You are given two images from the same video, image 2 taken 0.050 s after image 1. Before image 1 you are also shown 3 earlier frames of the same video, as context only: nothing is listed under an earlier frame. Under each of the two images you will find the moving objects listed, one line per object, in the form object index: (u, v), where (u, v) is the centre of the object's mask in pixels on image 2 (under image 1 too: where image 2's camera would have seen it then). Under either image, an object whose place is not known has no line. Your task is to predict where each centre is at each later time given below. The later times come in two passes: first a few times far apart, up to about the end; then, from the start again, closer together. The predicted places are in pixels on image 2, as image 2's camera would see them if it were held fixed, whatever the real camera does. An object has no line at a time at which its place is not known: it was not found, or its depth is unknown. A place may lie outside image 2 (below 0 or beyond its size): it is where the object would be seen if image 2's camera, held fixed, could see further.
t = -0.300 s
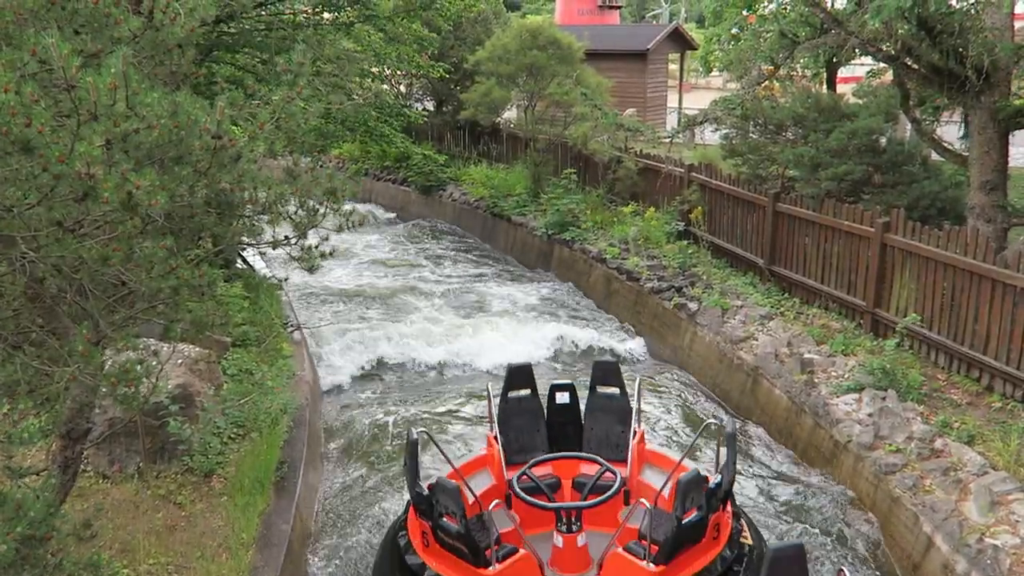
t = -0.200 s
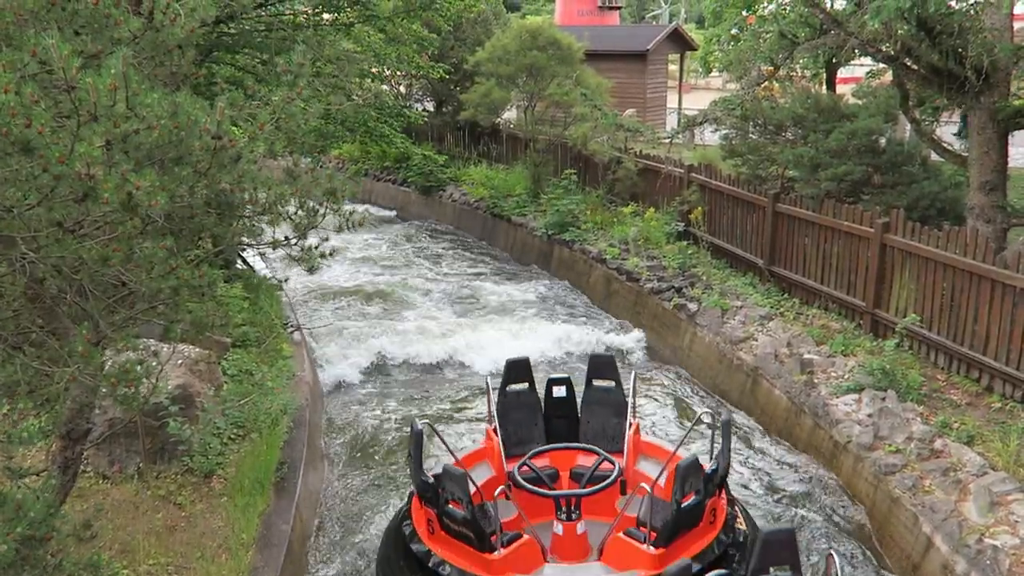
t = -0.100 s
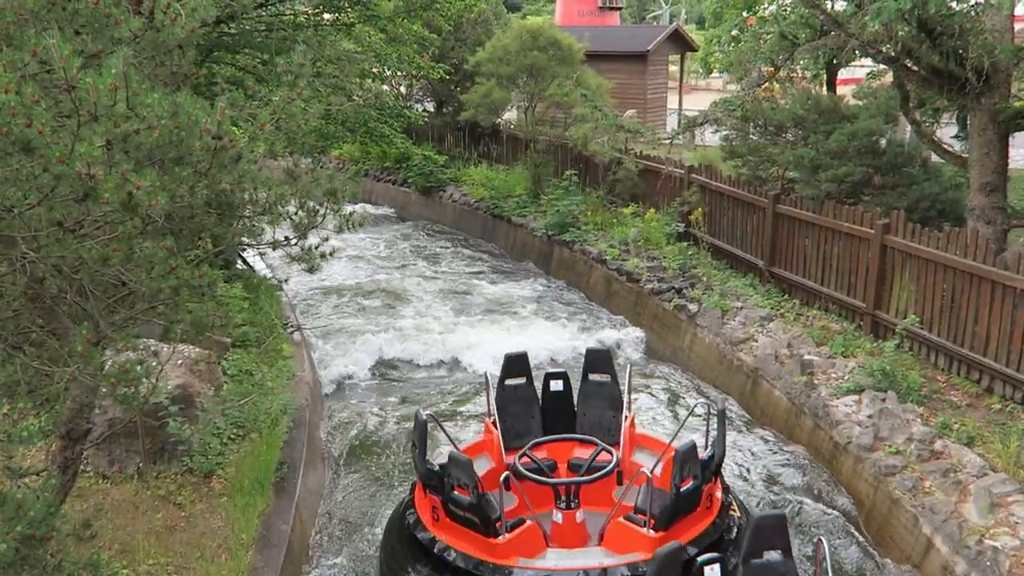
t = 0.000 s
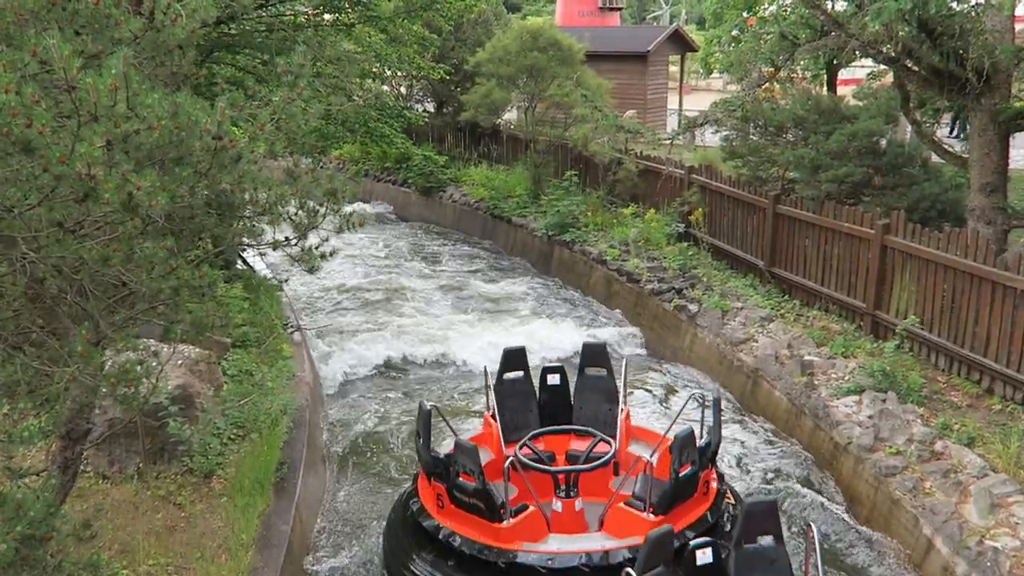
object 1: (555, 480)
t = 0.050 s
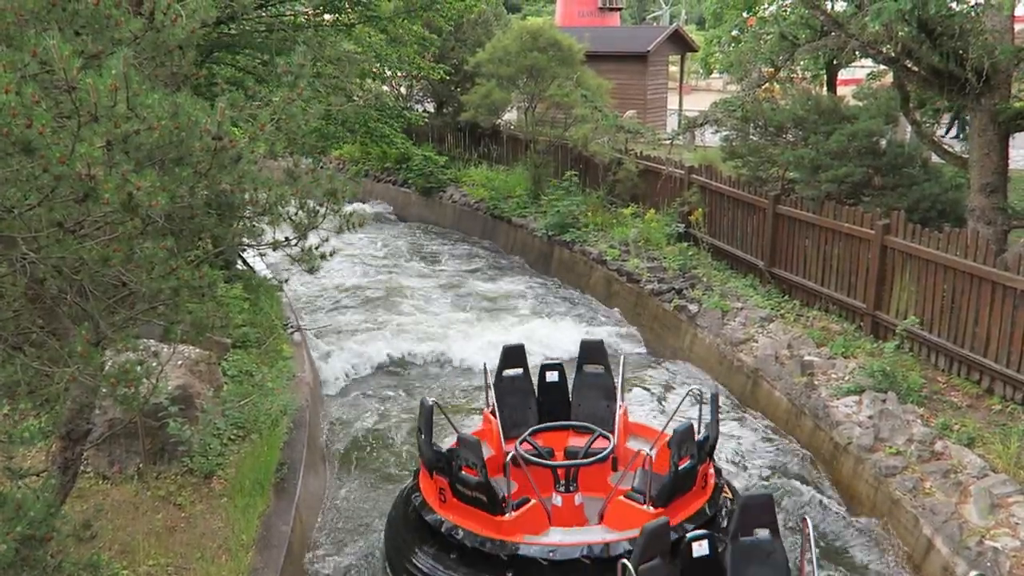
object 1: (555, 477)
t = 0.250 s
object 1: (542, 465)
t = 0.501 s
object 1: (534, 448)
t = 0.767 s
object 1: (523, 422)
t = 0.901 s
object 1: (519, 410)
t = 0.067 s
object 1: (554, 476)
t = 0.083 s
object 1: (551, 476)
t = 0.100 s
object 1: (550, 475)
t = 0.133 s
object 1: (550, 472)
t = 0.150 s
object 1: (547, 472)
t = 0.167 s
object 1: (547, 471)
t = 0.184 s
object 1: (547, 469)
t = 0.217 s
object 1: (546, 467)
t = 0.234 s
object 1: (543, 467)
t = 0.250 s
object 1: (542, 465)
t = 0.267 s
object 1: (543, 464)
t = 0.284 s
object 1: (543, 463)
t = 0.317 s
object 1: (540, 460)
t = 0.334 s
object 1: (540, 460)
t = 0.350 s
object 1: (539, 458)
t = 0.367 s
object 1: (539, 457)
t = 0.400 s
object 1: (538, 455)
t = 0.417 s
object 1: (537, 454)
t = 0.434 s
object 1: (534, 454)
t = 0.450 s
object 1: (536, 452)
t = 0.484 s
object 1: (533, 450)
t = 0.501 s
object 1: (534, 448)
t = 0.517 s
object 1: (534, 447)
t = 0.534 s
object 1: (532, 446)
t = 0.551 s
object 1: (532, 444)
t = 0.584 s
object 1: (530, 440)
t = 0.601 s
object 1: (531, 438)
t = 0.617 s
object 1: (528, 438)
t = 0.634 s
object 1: (528, 436)
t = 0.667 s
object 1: (527, 432)
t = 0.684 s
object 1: (526, 430)
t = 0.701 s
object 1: (526, 429)
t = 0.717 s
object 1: (525, 427)
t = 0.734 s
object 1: (524, 426)
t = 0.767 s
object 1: (523, 422)
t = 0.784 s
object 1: (523, 421)
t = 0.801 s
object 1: (522, 419)
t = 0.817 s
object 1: (522, 417)
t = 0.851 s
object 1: (521, 414)
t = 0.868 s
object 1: (520, 412)
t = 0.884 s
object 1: (520, 411)
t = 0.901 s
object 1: (519, 410)
